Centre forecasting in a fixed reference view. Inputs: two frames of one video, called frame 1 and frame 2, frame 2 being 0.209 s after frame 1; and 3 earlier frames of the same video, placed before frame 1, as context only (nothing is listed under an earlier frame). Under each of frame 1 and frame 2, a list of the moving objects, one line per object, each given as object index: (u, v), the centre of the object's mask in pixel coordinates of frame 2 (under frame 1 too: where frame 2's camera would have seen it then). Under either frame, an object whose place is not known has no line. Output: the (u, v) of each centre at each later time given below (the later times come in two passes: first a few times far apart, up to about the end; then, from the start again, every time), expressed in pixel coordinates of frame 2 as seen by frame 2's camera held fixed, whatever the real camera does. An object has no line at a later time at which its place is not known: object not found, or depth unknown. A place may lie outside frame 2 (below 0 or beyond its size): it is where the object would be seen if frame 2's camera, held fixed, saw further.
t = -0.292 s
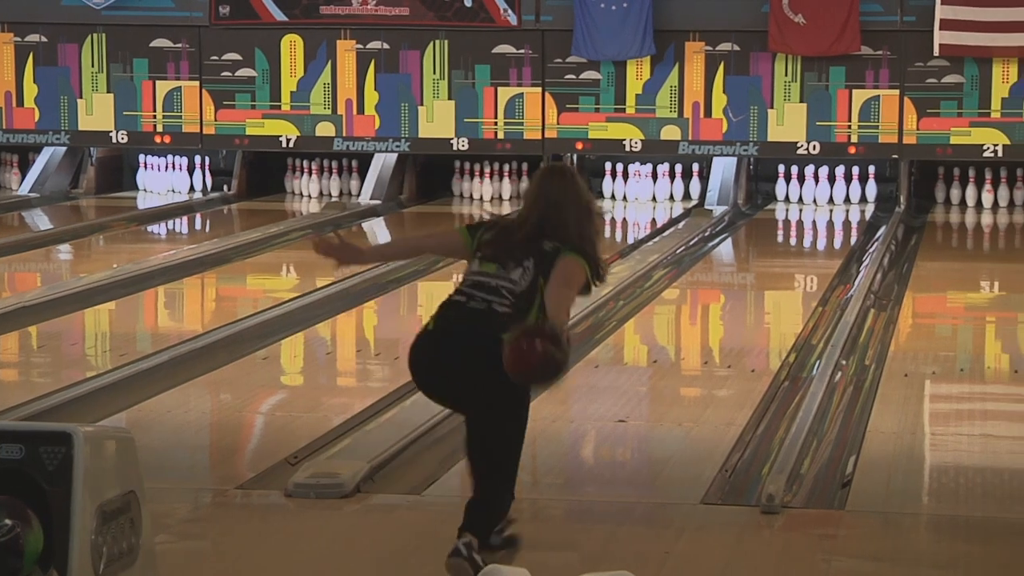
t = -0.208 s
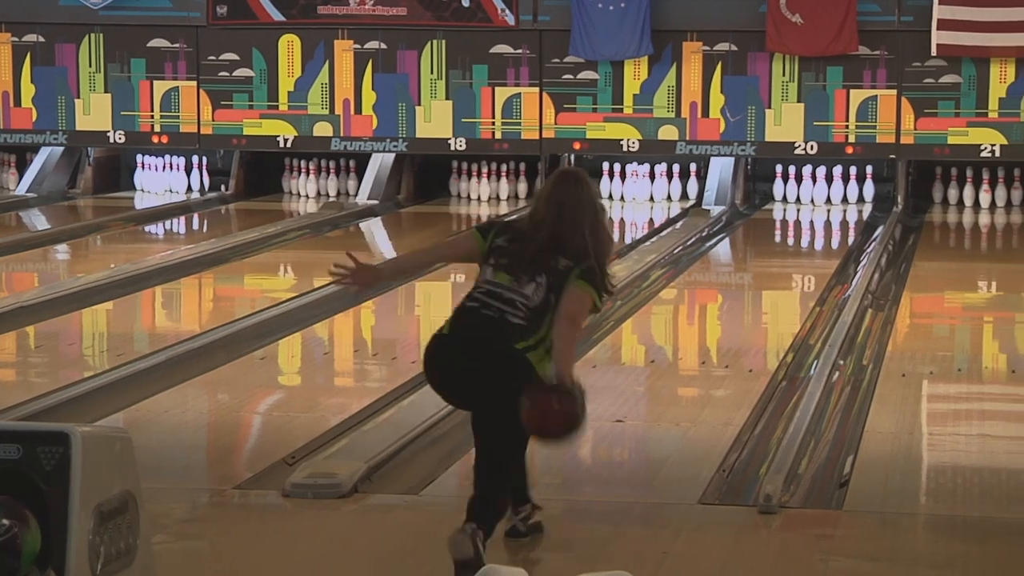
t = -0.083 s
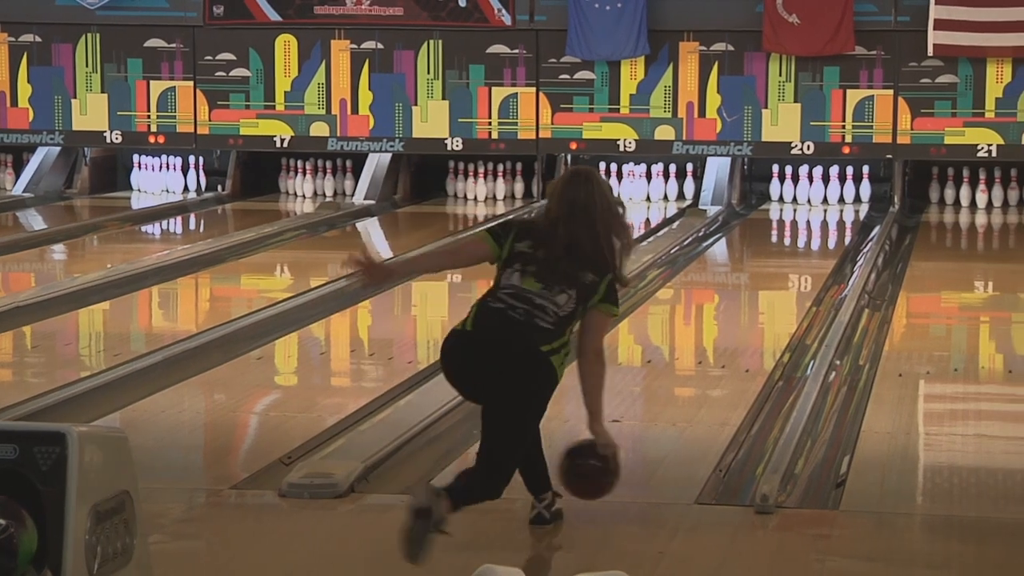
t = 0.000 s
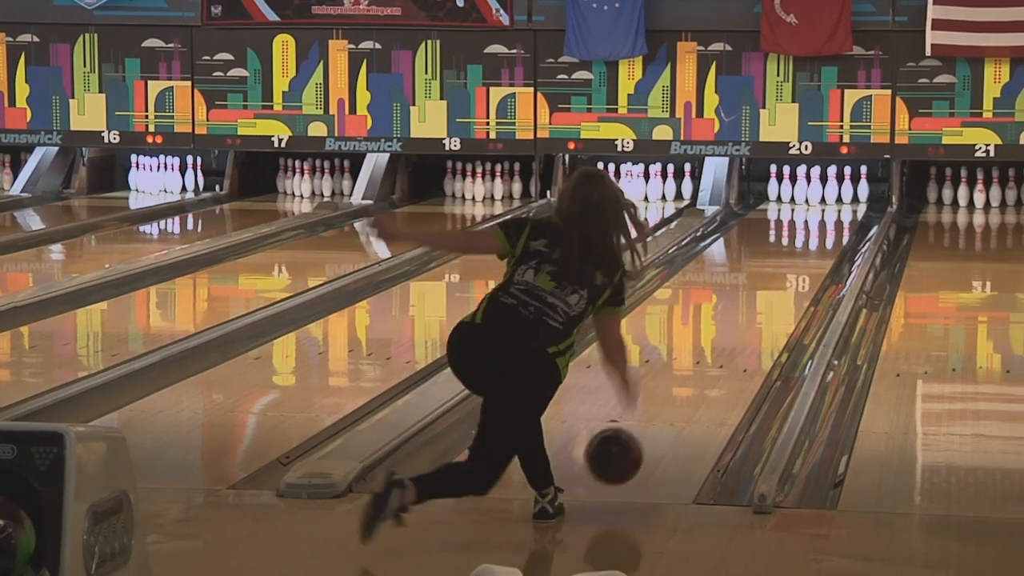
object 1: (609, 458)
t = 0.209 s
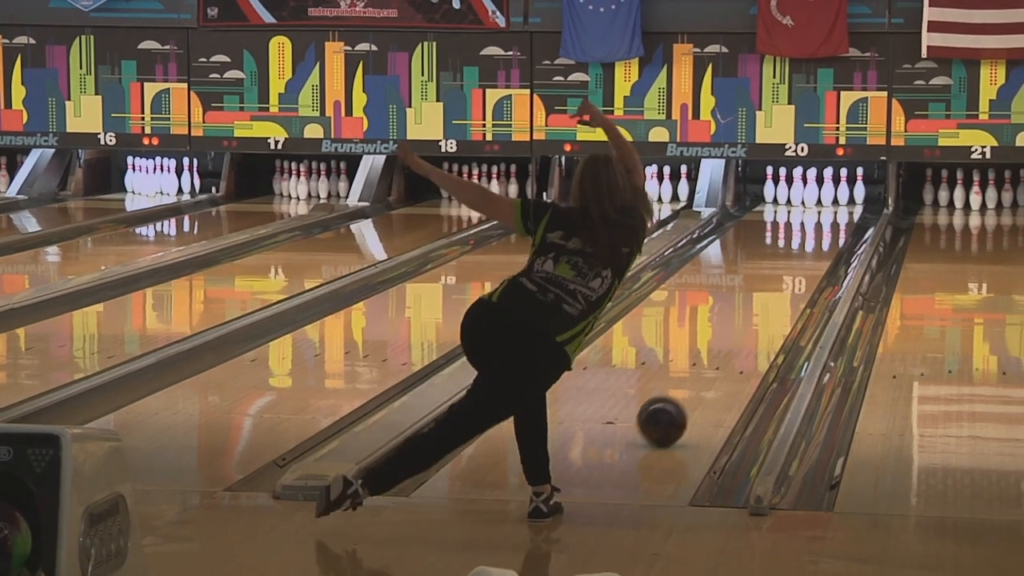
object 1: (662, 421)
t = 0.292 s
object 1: (679, 401)
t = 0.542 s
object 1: (720, 354)
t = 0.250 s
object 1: (671, 411)
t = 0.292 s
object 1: (679, 401)
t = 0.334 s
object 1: (687, 393)
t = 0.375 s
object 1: (694, 385)
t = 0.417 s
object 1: (701, 377)
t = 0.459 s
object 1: (708, 369)
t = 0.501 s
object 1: (714, 362)
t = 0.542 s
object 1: (720, 354)
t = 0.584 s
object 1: (726, 347)
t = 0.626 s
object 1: (732, 341)
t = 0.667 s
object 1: (737, 335)
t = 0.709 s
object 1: (742, 329)
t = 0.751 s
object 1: (747, 324)
